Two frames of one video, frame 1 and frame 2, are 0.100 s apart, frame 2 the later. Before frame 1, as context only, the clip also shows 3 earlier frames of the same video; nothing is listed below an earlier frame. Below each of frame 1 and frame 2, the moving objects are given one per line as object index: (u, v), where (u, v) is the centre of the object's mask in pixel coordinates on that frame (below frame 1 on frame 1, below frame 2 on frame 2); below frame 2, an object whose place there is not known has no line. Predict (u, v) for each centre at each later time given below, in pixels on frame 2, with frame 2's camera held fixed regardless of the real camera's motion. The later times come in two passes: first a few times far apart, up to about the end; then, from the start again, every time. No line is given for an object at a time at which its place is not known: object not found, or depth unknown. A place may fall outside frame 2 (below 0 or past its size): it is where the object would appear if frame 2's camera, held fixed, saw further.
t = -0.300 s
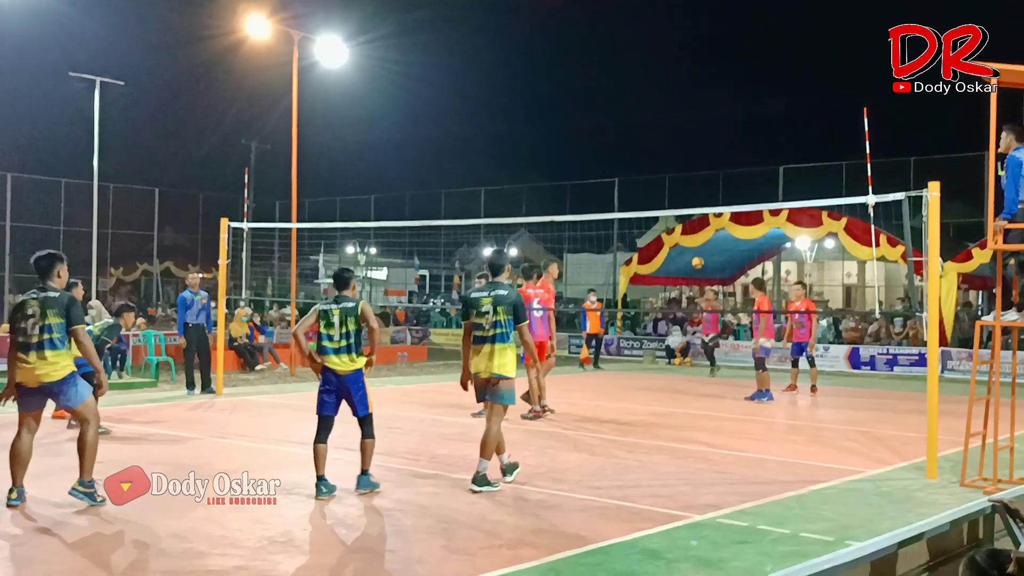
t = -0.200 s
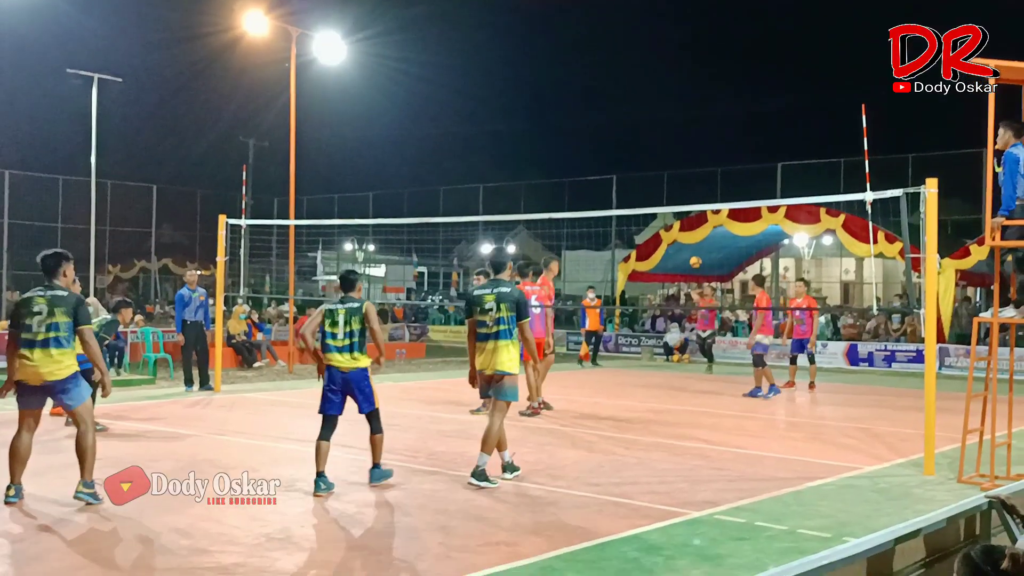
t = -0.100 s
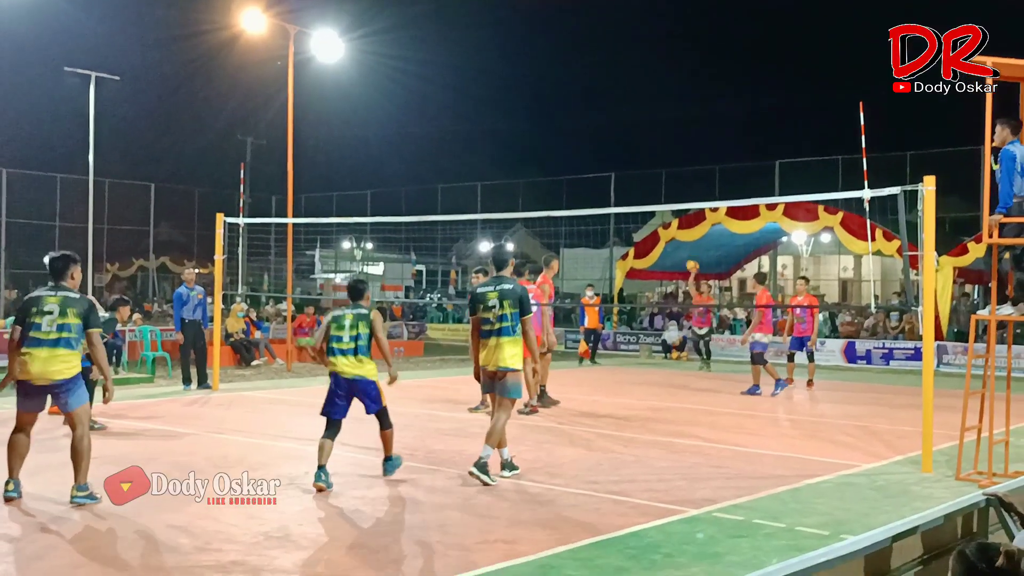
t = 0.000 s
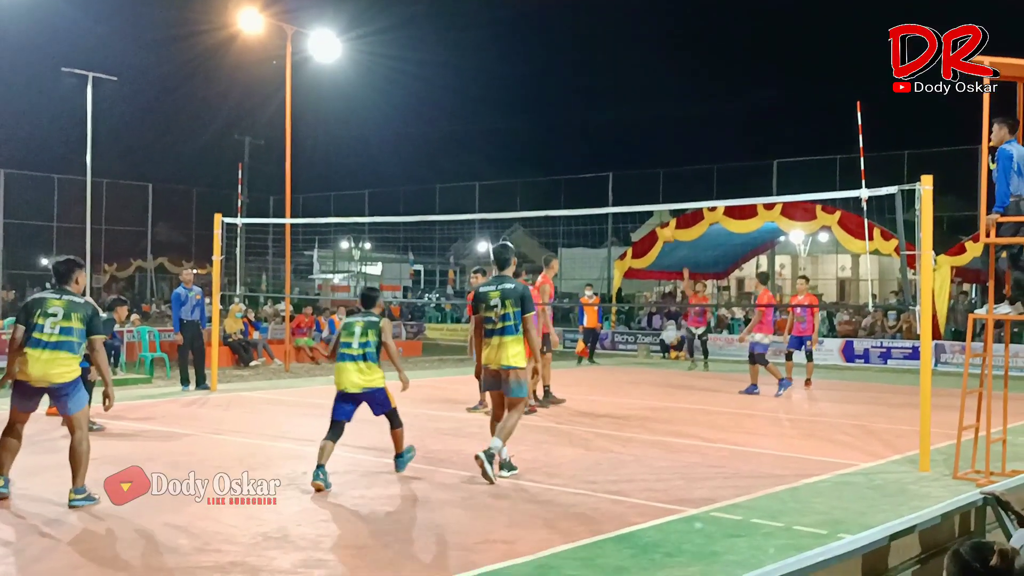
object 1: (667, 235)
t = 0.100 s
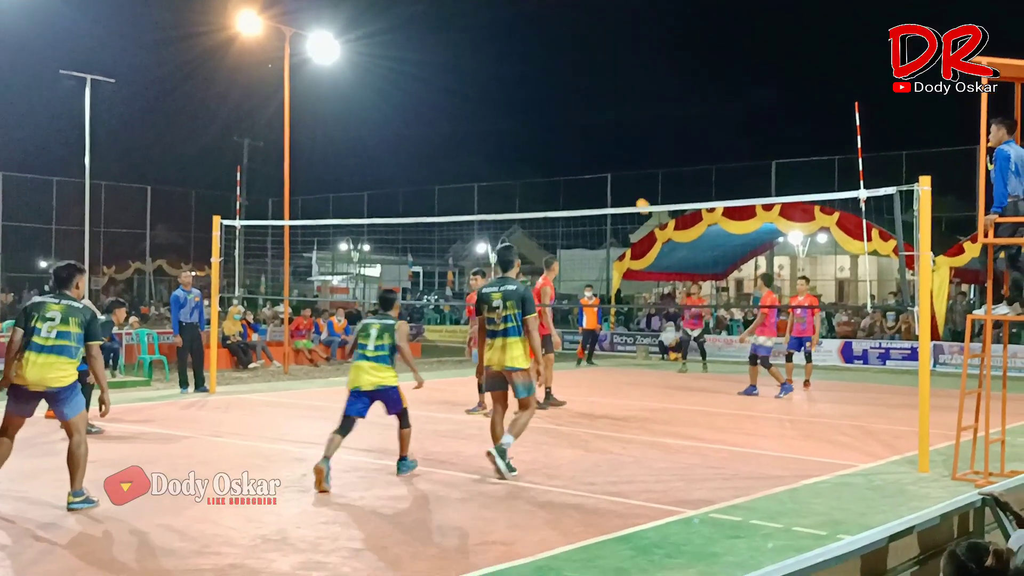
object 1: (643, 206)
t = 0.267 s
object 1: (600, 168)
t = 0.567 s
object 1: (516, 137)
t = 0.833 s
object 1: (423, 162)
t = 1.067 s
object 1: (327, 248)
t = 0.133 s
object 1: (635, 198)
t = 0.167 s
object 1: (626, 190)
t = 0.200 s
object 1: (618, 182)
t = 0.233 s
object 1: (609, 175)
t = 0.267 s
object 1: (600, 168)
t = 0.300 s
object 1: (592, 162)
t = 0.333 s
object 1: (583, 157)
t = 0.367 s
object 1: (574, 151)
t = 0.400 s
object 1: (565, 147)
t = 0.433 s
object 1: (555, 144)
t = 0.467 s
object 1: (546, 141)
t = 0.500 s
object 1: (536, 139)
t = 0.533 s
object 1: (526, 137)
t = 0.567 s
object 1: (516, 137)
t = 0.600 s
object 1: (505, 137)
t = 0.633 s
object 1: (494, 138)
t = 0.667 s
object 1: (483, 139)
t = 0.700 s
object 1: (471, 142)
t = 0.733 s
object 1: (460, 145)
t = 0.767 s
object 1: (448, 150)
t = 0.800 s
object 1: (435, 155)
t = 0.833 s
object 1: (423, 162)
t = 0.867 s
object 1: (410, 170)
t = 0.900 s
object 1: (397, 179)
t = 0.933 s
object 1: (384, 190)
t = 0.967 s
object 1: (369, 203)
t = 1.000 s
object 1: (356, 215)
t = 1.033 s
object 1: (342, 232)
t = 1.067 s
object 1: (327, 248)
